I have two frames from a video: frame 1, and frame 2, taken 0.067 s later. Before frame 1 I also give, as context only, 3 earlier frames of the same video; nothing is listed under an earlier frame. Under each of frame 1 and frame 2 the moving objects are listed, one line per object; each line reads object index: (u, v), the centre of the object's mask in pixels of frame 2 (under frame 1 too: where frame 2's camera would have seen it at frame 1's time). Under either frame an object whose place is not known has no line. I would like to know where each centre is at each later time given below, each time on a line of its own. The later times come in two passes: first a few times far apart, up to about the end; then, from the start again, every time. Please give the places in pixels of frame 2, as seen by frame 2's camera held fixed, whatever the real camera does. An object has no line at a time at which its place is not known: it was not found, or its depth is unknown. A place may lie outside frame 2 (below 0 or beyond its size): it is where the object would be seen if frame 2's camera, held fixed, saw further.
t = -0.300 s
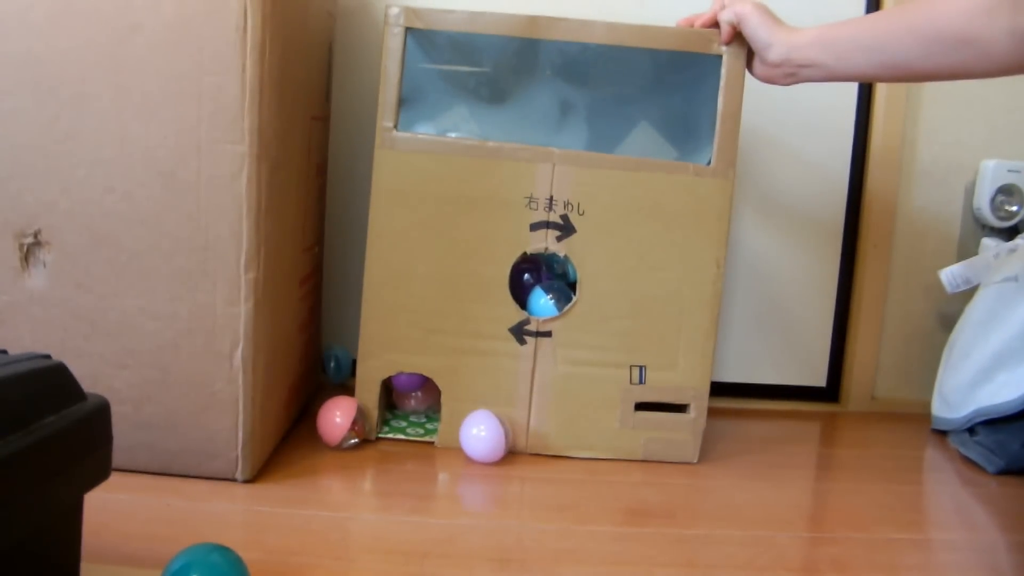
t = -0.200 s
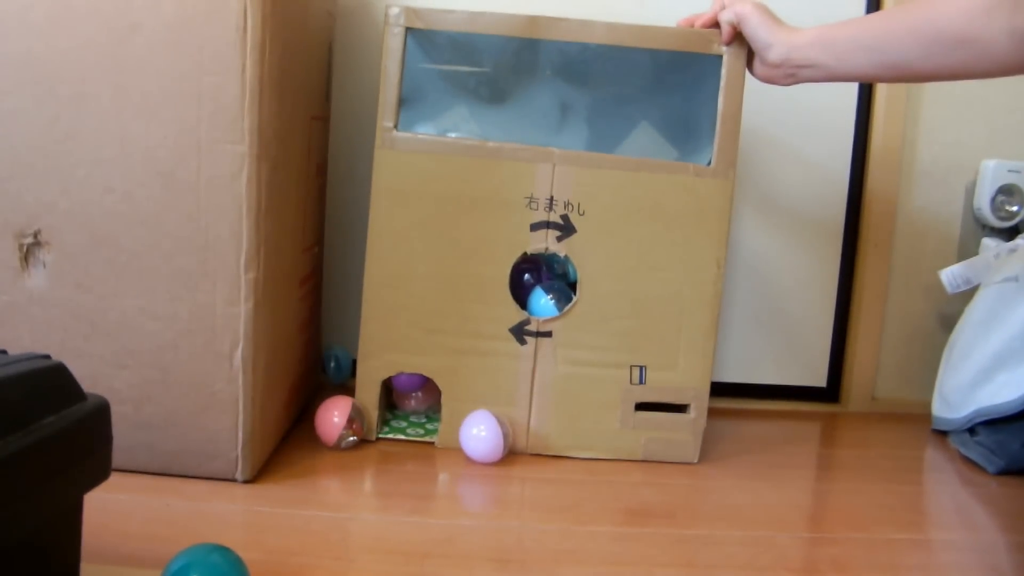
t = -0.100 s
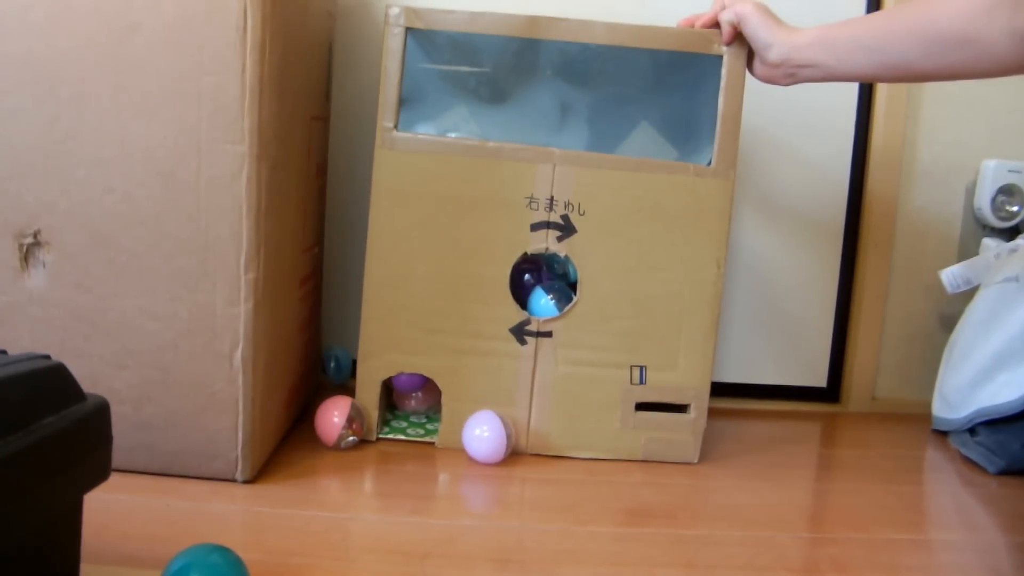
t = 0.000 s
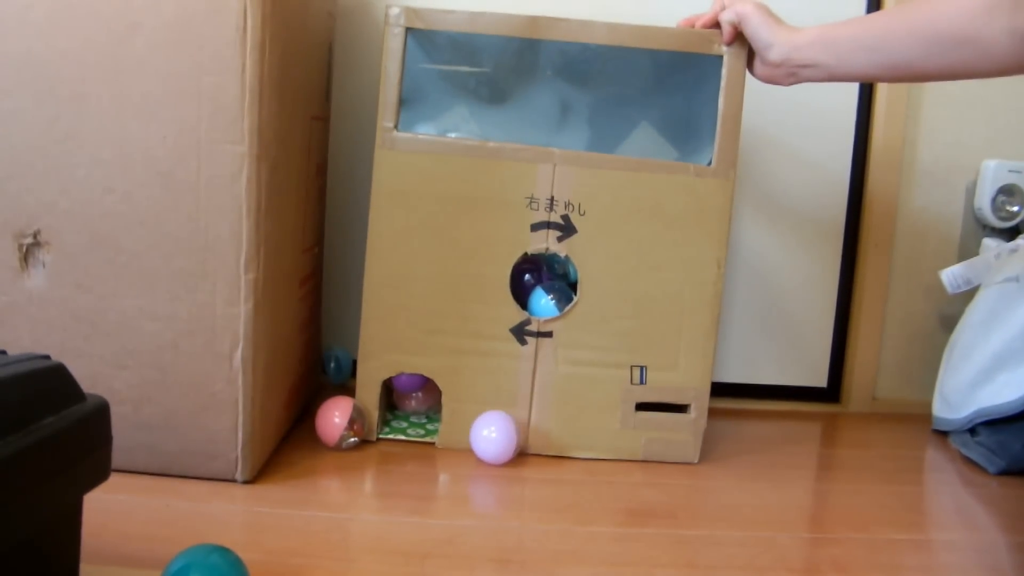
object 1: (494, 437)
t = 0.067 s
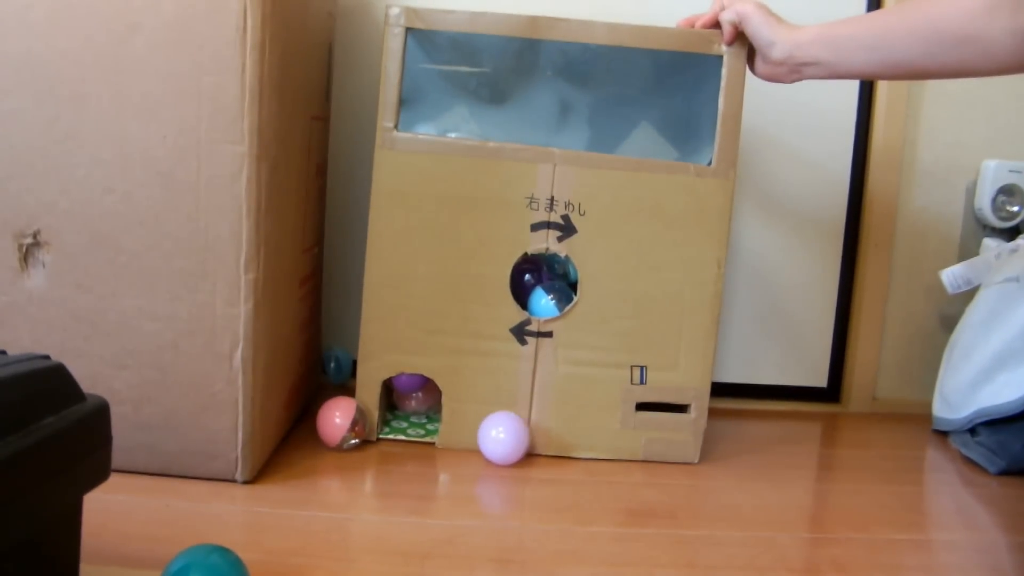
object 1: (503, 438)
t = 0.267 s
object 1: (532, 439)
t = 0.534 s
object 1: (536, 441)
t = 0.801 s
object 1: (493, 438)
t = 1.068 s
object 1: (472, 436)
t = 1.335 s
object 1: (495, 436)
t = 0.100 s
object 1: (508, 438)
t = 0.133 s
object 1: (513, 438)
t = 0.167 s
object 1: (518, 439)
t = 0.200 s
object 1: (522, 439)
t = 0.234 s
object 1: (527, 439)
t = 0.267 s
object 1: (532, 439)
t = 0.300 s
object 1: (537, 440)
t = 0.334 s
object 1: (541, 440)
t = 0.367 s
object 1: (544, 440)
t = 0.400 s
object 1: (546, 440)
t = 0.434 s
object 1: (546, 440)
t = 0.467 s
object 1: (547, 440)
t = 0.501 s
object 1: (539, 440)
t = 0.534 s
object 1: (536, 441)
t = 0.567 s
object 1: (532, 440)
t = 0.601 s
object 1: (529, 440)
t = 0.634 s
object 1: (524, 439)
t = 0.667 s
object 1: (518, 439)
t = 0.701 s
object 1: (512, 439)
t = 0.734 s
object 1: (506, 438)
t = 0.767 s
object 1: (499, 438)
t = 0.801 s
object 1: (493, 438)
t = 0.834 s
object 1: (488, 438)
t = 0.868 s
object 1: (483, 437)
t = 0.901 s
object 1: (479, 437)
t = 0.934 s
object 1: (476, 437)
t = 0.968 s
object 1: (474, 437)
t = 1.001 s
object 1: (472, 436)
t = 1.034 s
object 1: (471, 436)
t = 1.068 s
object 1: (472, 436)
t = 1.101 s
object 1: (472, 436)
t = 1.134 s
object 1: (474, 435)
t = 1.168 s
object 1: (476, 435)
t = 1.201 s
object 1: (479, 436)
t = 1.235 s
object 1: (482, 436)
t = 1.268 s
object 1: (486, 436)
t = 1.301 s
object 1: (491, 436)
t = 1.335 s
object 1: (495, 436)
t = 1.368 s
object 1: (500, 437)
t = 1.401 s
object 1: (505, 437)
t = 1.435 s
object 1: (509, 437)
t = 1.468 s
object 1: (513, 438)
